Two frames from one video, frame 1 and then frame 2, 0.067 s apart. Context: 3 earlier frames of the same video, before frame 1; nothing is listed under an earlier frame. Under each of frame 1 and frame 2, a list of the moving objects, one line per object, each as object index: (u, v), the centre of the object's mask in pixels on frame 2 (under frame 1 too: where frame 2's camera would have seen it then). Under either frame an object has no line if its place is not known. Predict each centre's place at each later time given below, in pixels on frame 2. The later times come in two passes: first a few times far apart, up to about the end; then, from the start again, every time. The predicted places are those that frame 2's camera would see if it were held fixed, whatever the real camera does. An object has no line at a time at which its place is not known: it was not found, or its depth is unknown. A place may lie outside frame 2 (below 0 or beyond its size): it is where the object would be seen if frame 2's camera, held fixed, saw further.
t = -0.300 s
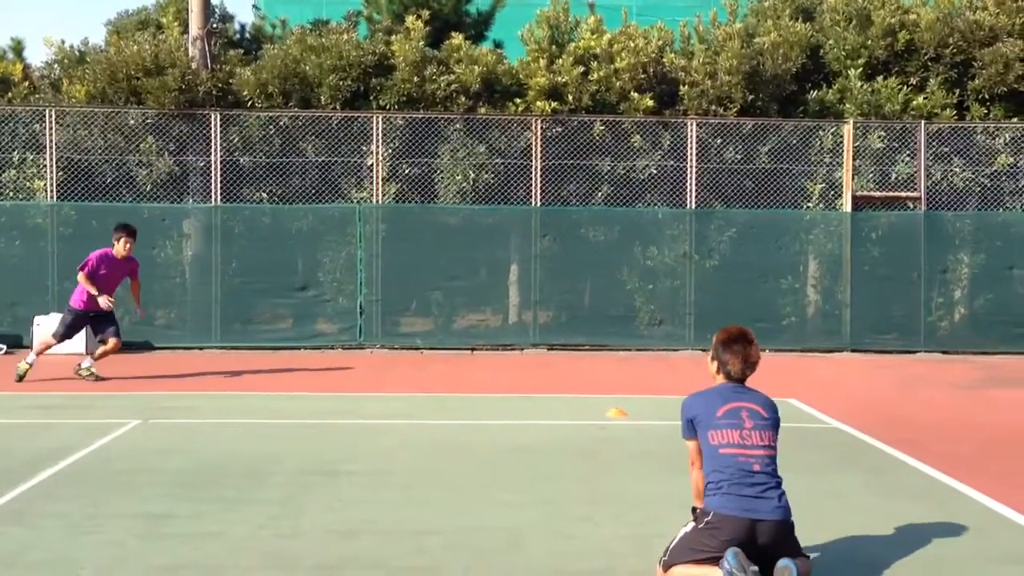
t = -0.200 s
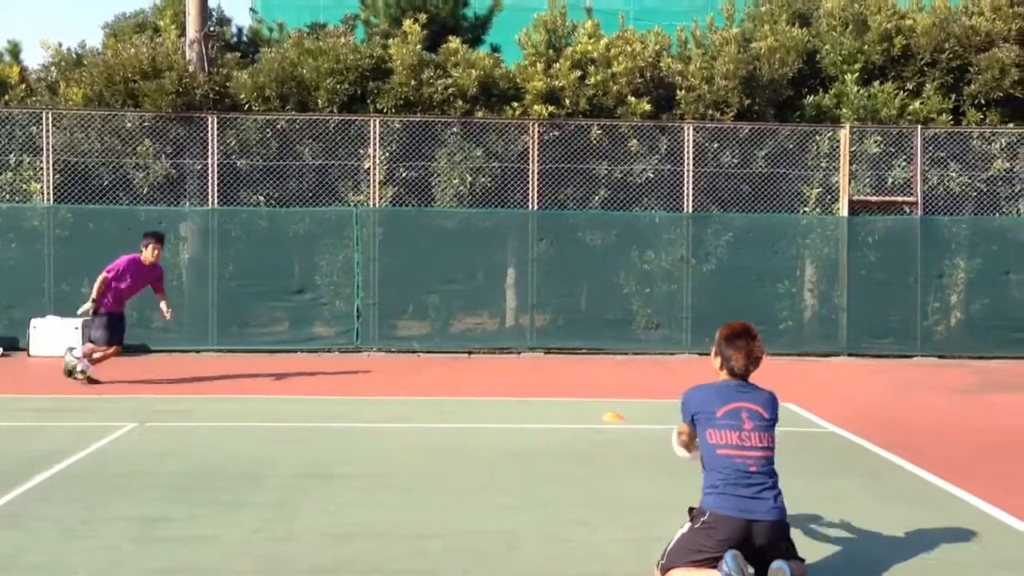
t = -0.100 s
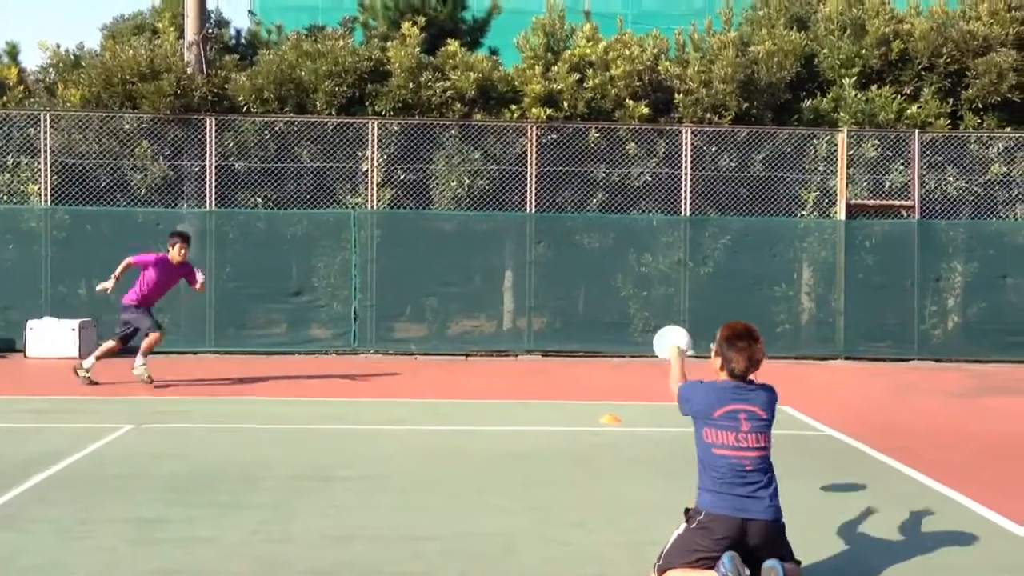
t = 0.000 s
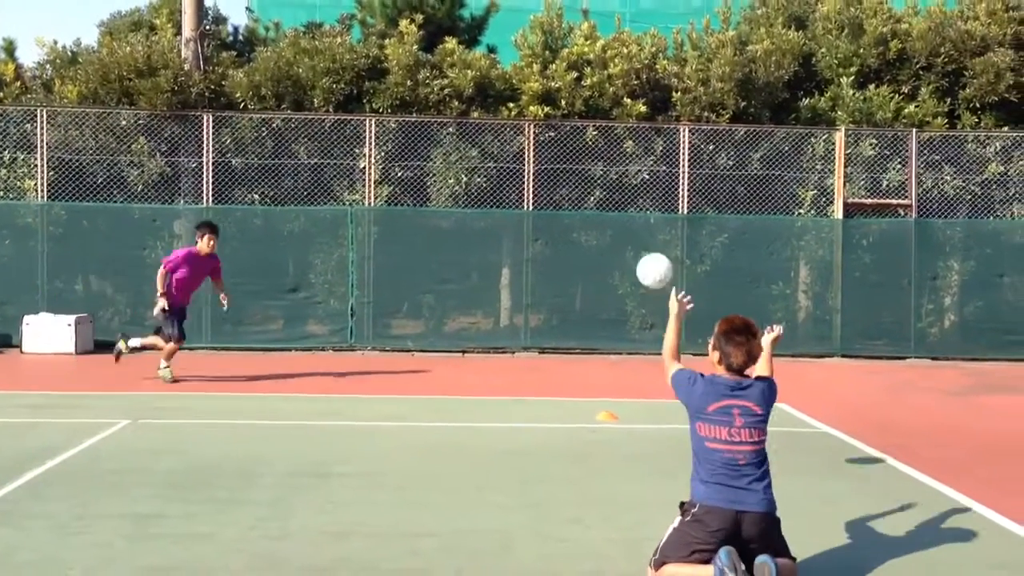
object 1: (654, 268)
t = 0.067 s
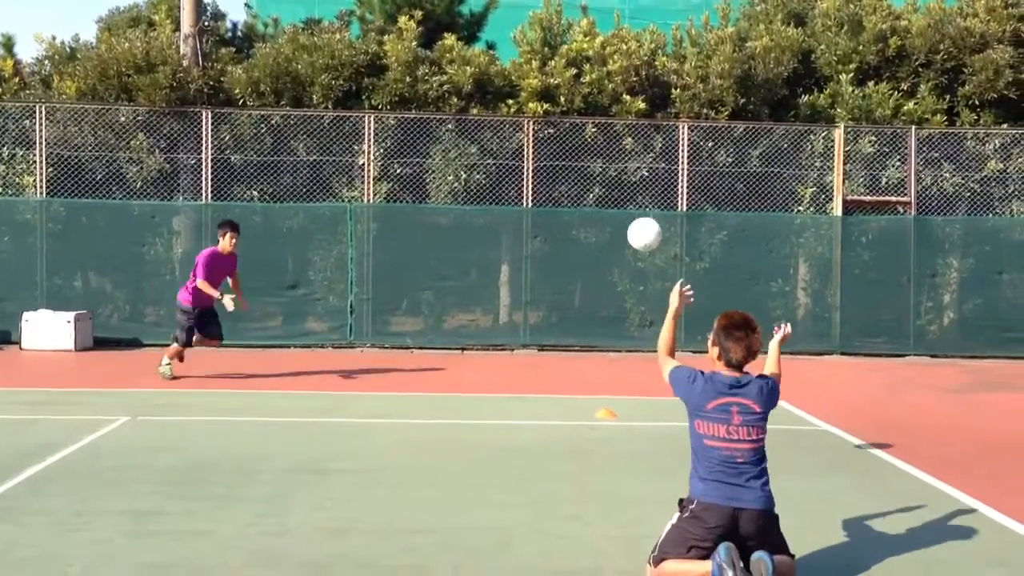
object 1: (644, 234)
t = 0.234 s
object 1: (623, 191)
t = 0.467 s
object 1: (598, 203)
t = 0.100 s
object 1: (640, 221)
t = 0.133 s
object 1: (636, 210)
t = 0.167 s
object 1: (631, 202)
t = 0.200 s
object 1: (627, 195)
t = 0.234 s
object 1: (623, 191)
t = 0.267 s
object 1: (619, 187)
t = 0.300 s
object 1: (616, 187)
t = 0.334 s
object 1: (611, 187)
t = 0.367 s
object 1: (608, 189)
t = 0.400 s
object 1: (604, 193)
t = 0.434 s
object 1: (601, 197)
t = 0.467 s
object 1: (598, 203)
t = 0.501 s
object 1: (595, 211)
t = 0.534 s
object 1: (592, 220)
